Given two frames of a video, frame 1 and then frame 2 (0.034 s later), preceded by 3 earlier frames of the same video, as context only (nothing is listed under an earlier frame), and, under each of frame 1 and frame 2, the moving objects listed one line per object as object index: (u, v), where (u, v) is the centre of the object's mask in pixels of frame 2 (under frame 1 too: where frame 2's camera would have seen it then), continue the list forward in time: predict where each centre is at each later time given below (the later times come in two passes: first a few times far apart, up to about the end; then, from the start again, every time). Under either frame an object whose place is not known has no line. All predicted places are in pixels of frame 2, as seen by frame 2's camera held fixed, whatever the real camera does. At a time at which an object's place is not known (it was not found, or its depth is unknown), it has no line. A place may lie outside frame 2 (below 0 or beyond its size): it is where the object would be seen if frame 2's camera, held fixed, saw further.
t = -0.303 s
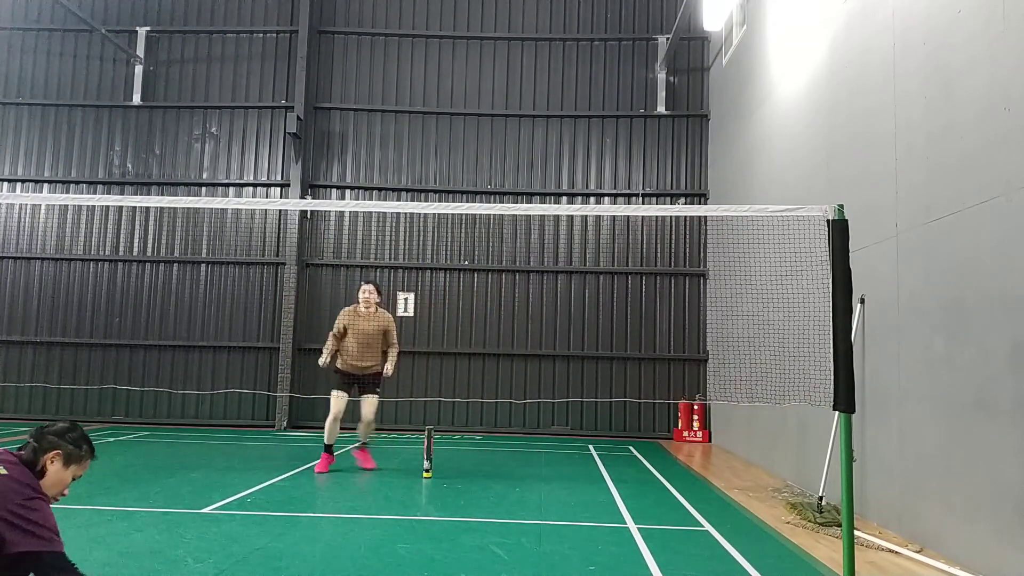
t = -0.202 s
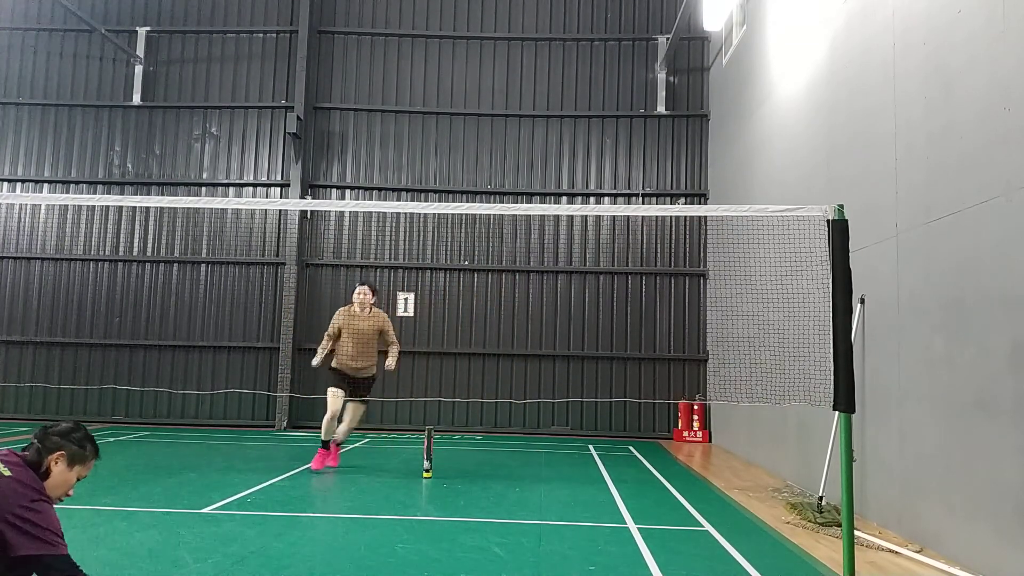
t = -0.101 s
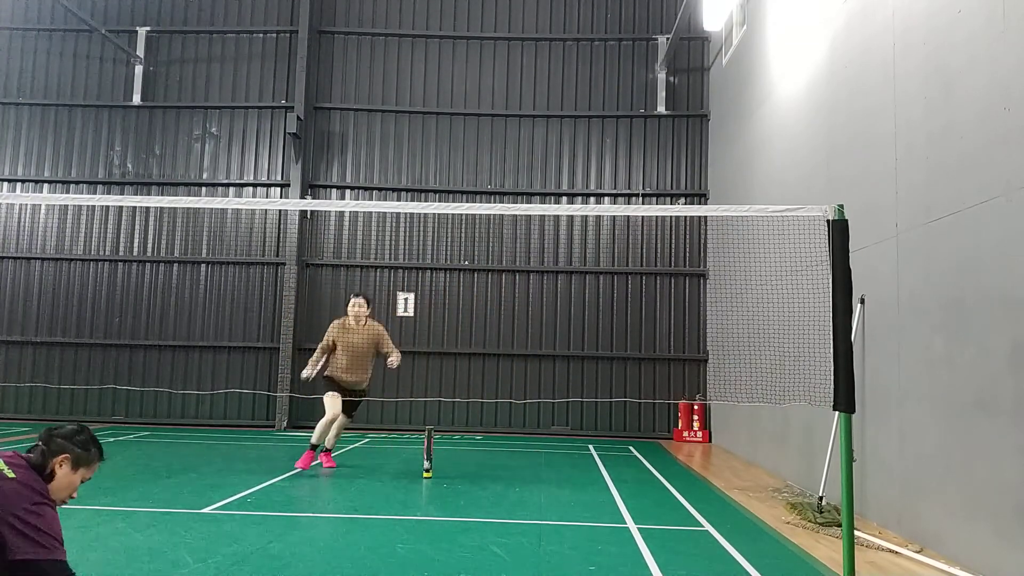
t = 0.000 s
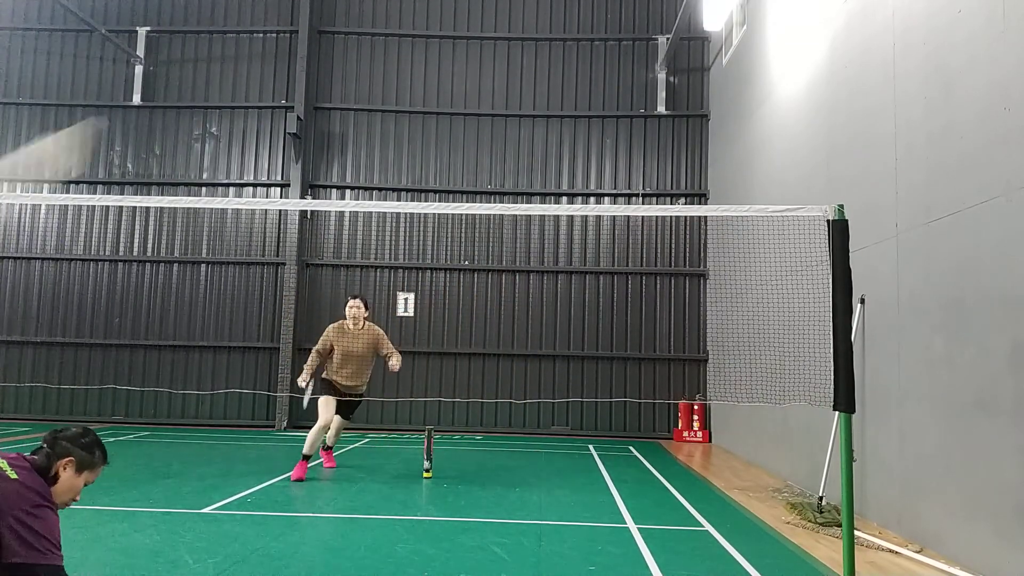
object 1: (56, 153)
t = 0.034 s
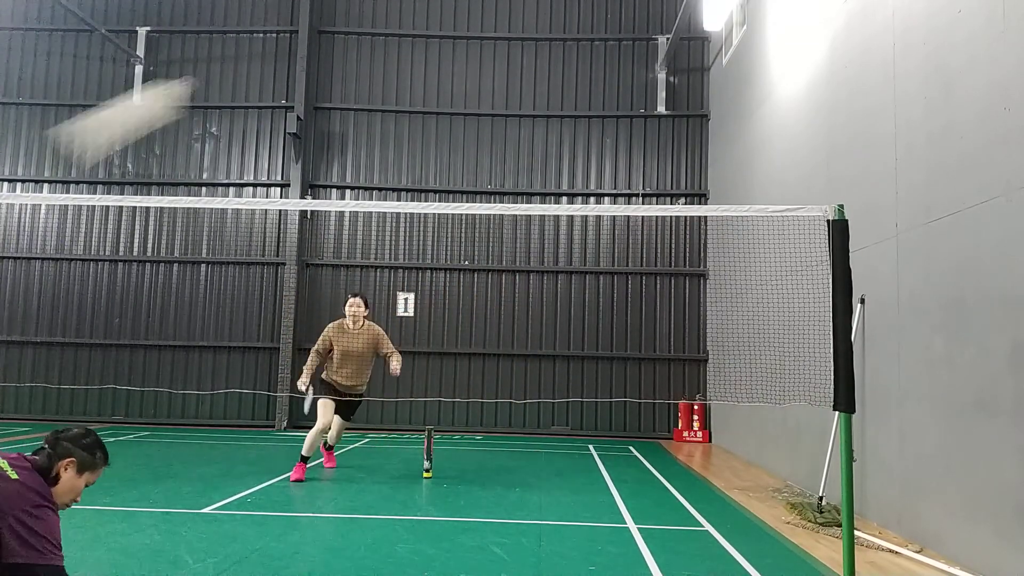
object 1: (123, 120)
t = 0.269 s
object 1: (413, 43)
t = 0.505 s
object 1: (489, 149)
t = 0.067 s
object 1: (208, 81)
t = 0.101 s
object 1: (271, 59)
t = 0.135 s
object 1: (313, 45)
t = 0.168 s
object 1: (344, 36)
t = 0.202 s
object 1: (370, 33)
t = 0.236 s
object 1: (394, 35)
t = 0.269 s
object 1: (413, 43)
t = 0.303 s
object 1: (429, 54)
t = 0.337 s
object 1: (442, 66)
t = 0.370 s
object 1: (454, 79)
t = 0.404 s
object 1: (464, 95)
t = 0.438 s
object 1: (473, 111)
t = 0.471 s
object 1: (482, 130)
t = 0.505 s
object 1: (489, 149)
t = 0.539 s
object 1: (495, 170)
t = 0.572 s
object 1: (501, 189)
